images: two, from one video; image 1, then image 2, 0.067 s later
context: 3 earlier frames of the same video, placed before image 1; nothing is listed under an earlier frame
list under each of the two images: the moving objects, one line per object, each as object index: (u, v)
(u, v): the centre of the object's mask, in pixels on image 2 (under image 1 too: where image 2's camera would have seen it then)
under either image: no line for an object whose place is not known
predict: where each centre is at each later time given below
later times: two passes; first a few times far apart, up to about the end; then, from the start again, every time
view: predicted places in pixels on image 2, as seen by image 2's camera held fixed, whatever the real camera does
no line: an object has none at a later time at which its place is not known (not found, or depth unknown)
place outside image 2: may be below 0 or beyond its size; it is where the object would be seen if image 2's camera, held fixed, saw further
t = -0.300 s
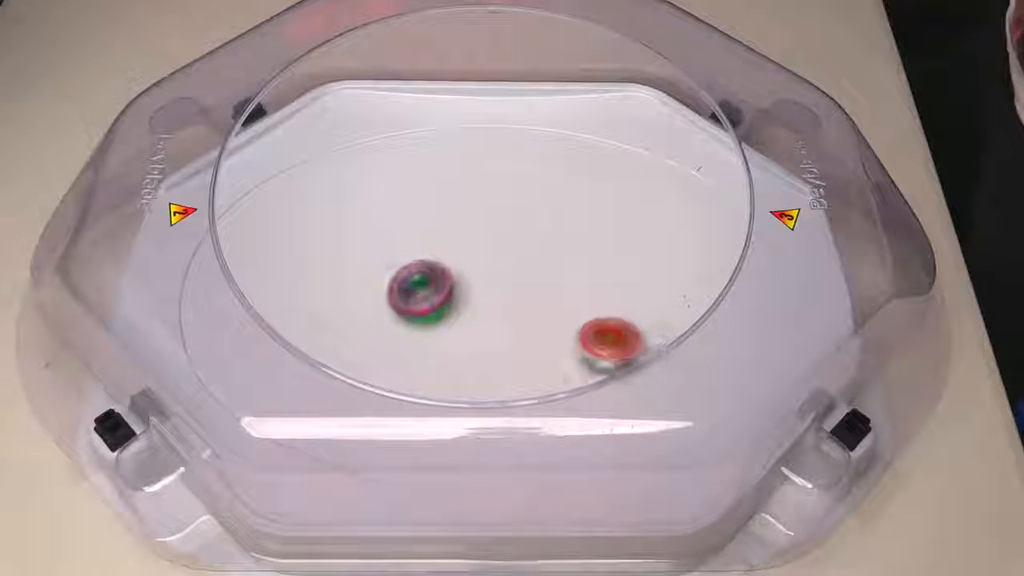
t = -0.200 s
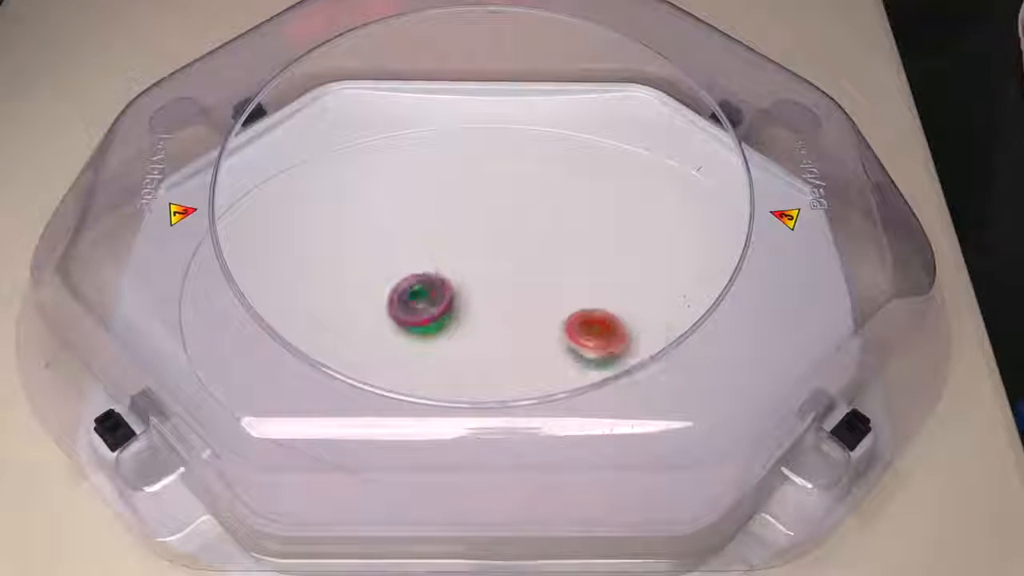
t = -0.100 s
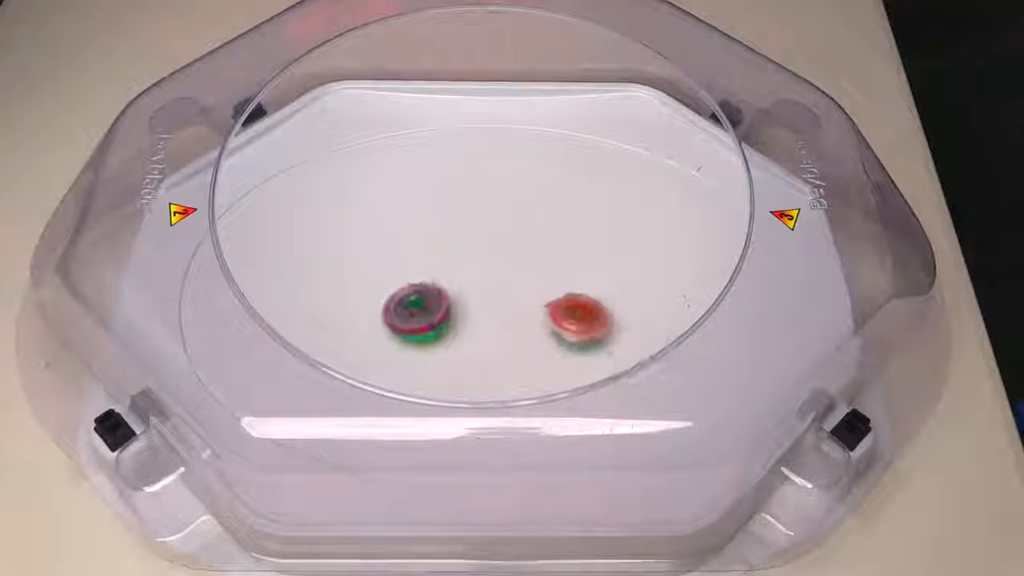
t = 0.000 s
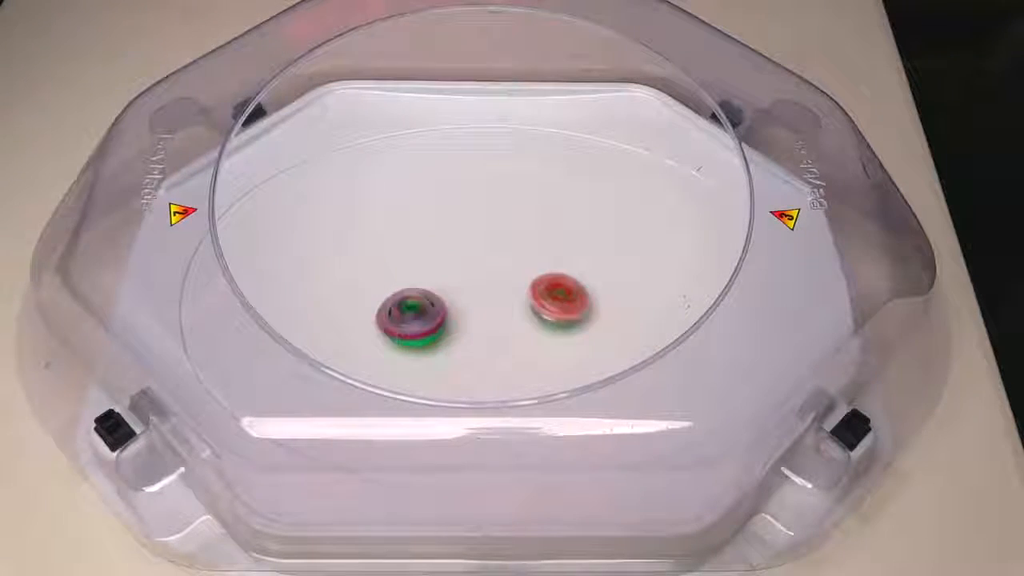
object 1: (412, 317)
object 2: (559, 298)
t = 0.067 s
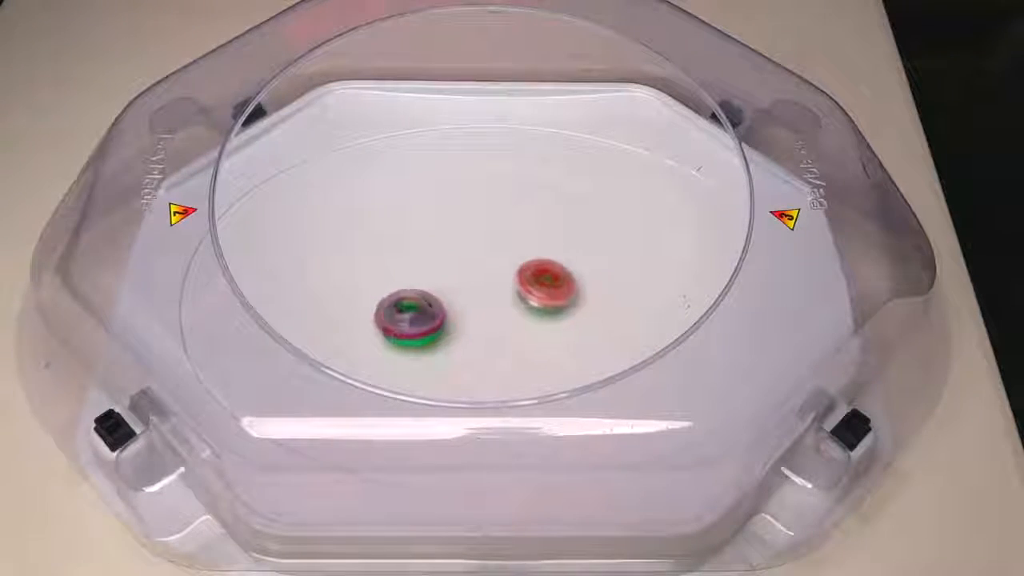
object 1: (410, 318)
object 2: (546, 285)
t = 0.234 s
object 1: (411, 313)
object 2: (503, 241)
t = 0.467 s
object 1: (434, 304)
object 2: (470, 208)
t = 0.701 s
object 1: (464, 316)
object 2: (464, 204)
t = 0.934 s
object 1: (477, 330)
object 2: (462, 222)
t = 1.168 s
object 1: (479, 327)
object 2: (449, 261)
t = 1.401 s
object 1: (510, 342)
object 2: (421, 273)
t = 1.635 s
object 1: (517, 345)
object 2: (402, 272)
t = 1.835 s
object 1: (525, 330)
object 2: (397, 271)
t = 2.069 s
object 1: (551, 315)
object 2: (405, 276)
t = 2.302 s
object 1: (567, 316)
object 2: (418, 290)
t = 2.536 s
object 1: (563, 308)
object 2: (423, 309)
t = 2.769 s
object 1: (568, 290)
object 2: (422, 320)
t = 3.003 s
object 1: (573, 286)
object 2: (425, 320)
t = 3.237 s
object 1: (559, 281)
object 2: (439, 315)
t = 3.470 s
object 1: (555, 268)
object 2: (460, 314)
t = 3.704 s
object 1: (550, 266)
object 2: (480, 319)
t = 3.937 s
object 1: (536, 264)
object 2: (495, 326)
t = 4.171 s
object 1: (524, 255)
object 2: (505, 325)
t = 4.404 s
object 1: (516, 256)
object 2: (515, 317)
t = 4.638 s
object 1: (504, 254)
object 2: (524, 313)
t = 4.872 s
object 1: (494, 255)
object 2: (532, 309)
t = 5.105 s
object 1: (479, 261)
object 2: (536, 304)
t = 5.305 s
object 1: (469, 258)
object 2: (538, 299)
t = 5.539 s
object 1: (465, 263)
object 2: (540, 293)
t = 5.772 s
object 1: (456, 269)
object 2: (540, 289)
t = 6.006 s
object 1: (451, 268)
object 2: (540, 285)
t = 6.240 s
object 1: (450, 273)
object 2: (538, 283)
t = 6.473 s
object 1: (444, 277)
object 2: (532, 279)
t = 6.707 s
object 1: (443, 278)
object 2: (528, 275)
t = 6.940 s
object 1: (442, 284)
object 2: (524, 273)
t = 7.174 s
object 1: (439, 286)
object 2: (521, 271)
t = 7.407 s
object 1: (440, 289)
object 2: (517, 270)
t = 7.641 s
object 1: (442, 294)
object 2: (510, 269)
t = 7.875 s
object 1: (442, 296)
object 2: (506, 266)
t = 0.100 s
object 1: (410, 317)
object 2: (536, 274)
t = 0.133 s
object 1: (409, 318)
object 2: (528, 266)
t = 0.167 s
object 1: (408, 316)
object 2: (520, 258)
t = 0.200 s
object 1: (410, 314)
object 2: (510, 248)
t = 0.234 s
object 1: (411, 313)
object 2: (503, 241)
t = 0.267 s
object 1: (413, 312)
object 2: (496, 234)
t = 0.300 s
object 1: (415, 310)
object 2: (487, 226)
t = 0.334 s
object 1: (419, 308)
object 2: (481, 221)
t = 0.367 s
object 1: (421, 306)
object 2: (477, 217)
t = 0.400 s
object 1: (426, 305)
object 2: (474, 213)
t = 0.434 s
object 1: (430, 305)
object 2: (471, 210)
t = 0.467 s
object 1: (434, 304)
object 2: (470, 208)
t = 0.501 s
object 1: (440, 304)
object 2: (468, 206)
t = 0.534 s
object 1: (443, 305)
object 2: (467, 204)
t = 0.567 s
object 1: (448, 305)
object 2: (467, 203)
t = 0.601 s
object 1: (452, 307)
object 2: (466, 203)
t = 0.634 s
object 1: (457, 310)
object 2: (466, 203)
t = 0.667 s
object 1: (459, 312)
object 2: (464, 203)
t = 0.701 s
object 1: (464, 316)
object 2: (464, 204)
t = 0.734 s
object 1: (466, 318)
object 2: (464, 206)
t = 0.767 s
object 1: (468, 320)
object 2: (464, 207)
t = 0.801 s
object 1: (471, 323)
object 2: (464, 209)
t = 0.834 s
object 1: (473, 325)
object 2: (463, 212)
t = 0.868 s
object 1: (475, 327)
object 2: (463, 214)
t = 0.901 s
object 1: (475, 328)
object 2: (463, 218)
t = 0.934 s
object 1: (477, 330)
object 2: (462, 222)
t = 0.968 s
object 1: (477, 331)
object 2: (461, 226)
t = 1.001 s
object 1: (478, 331)
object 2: (460, 231)
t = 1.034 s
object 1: (478, 331)
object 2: (459, 236)
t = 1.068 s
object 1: (478, 330)
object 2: (457, 241)
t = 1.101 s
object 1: (478, 330)
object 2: (454, 248)
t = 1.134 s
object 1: (478, 328)
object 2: (451, 254)
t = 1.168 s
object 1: (479, 327)
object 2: (449, 261)
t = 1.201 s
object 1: (480, 325)
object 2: (446, 270)
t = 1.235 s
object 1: (483, 324)
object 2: (443, 277)
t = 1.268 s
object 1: (487, 330)
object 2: (437, 275)
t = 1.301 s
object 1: (495, 333)
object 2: (432, 272)
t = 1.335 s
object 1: (499, 339)
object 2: (429, 271)
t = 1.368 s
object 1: (507, 340)
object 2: (424, 272)
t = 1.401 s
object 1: (510, 342)
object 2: (421, 273)
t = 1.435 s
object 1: (513, 343)
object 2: (418, 273)
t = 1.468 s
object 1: (516, 344)
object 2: (414, 273)
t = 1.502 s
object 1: (516, 346)
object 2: (411, 273)
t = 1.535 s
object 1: (517, 346)
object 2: (409, 273)
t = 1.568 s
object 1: (518, 346)
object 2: (405, 272)
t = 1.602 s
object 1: (517, 346)
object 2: (404, 273)
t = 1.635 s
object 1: (517, 345)
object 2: (402, 272)
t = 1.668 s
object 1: (518, 344)
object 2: (400, 272)
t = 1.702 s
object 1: (518, 341)
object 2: (398, 271)
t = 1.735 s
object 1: (519, 339)
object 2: (398, 271)
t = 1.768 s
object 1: (520, 337)
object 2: (397, 271)
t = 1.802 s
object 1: (522, 334)
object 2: (397, 270)
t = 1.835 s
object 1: (525, 330)
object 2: (397, 271)
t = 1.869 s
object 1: (528, 327)
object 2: (397, 271)
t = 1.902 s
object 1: (531, 324)
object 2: (398, 271)
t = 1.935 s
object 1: (535, 321)
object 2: (399, 271)
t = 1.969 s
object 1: (539, 319)
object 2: (400, 272)
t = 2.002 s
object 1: (544, 317)
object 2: (402, 273)
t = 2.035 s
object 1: (547, 316)
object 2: (403, 275)
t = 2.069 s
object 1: (551, 315)
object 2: (405, 276)
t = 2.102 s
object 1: (555, 314)
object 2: (407, 278)
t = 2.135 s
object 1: (557, 314)
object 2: (409, 279)
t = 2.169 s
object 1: (561, 313)
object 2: (411, 282)
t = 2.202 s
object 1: (564, 315)
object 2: (412, 284)
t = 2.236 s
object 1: (565, 315)
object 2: (414, 285)
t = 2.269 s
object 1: (567, 316)
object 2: (416, 288)
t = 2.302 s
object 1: (567, 316)
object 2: (418, 290)
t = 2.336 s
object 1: (567, 317)
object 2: (418, 293)
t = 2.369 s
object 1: (568, 316)
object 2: (420, 296)
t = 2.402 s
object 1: (567, 316)
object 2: (421, 299)
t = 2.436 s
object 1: (565, 314)
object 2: (421, 301)
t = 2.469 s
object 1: (564, 313)
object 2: (422, 305)
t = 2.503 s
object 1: (563, 311)
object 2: (422, 307)
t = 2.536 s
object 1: (563, 308)
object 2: (423, 309)
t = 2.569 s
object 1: (563, 305)
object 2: (423, 312)
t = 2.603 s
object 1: (563, 302)
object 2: (423, 313)
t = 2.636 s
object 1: (563, 299)
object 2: (422, 315)
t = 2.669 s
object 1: (564, 296)
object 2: (422, 317)
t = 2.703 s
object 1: (565, 293)
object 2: (422, 318)
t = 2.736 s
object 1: (567, 291)
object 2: (422, 319)
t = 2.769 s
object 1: (568, 290)
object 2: (422, 320)
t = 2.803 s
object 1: (569, 288)
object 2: (422, 321)
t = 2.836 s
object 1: (571, 286)
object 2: (422, 321)
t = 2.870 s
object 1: (572, 286)
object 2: (423, 321)
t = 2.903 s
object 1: (573, 285)
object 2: (423, 322)
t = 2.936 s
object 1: (574, 285)
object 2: (423, 322)
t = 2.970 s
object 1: (573, 286)
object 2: (424, 321)
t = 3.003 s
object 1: (573, 286)
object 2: (425, 320)
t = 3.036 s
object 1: (573, 286)
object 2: (426, 320)
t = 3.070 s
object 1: (570, 285)
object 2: (428, 319)
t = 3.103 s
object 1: (569, 285)
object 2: (430, 318)
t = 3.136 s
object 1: (567, 285)
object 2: (432, 317)
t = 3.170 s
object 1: (563, 283)
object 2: (434, 316)
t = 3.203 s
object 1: (561, 282)
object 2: (437, 316)
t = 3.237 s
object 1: (559, 281)
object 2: (439, 315)
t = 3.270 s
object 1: (557, 279)
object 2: (442, 314)
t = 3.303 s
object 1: (557, 277)
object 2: (444, 313)
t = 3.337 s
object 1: (555, 276)
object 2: (447, 313)
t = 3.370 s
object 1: (554, 273)
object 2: (451, 313)
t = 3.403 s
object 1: (555, 272)
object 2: (455, 313)
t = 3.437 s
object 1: (554, 269)
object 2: (457, 313)
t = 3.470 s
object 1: (555, 268)
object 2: (460, 314)
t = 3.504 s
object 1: (555, 268)
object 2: (463, 314)
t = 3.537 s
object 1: (554, 266)
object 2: (466, 314)
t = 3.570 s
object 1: (553, 265)
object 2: (469, 316)
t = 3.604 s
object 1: (553, 265)
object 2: (471, 317)
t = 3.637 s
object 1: (552, 265)
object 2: (473, 318)
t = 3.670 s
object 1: (552, 265)
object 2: (477, 319)
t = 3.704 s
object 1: (550, 266)
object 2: (480, 319)
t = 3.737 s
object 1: (547, 266)
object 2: (481, 321)
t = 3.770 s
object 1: (546, 266)
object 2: (484, 322)
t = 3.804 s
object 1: (544, 266)
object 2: (486, 323)
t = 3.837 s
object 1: (542, 266)
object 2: (488, 324)
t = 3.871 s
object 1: (540, 266)
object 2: (490, 325)
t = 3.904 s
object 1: (538, 265)
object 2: (493, 325)
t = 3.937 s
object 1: (536, 264)
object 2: (495, 326)
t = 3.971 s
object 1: (534, 262)
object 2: (496, 327)
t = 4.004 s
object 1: (531, 261)
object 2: (498, 327)
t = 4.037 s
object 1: (530, 260)
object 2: (499, 327)
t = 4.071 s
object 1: (529, 259)
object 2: (501, 327)
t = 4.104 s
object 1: (527, 257)
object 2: (502, 327)
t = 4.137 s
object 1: (525, 256)
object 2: (504, 326)
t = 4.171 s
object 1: (524, 255)
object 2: (505, 325)
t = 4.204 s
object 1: (523, 255)
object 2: (507, 325)
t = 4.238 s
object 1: (523, 254)
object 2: (508, 324)
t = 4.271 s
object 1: (522, 254)
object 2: (510, 323)
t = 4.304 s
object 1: (521, 254)
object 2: (510, 321)
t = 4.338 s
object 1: (519, 254)
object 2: (512, 320)
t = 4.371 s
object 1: (518, 256)
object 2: (513, 319)
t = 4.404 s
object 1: (516, 256)
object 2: (515, 317)
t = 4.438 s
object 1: (515, 257)
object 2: (517, 316)
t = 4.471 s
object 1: (512, 257)
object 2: (518, 314)
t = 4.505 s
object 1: (510, 258)
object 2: (519, 313)
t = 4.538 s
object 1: (508, 256)
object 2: (521, 313)
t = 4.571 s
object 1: (507, 255)
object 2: (520, 313)
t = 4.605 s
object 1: (506, 254)
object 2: (522, 312)
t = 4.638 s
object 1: (504, 254)
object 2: (524, 313)
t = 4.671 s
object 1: (501, 253)
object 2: (525, 312)
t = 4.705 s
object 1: (499, 252)
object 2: (527, 311)
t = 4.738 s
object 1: (499, 252)
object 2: (528, 311)
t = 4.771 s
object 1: (498, 252)
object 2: (529, 310)
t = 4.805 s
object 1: (498, 252)
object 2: (530, 310)
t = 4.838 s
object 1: (497, 254)
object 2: (531, 309)
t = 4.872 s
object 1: (494, 255)
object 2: (532, 309)
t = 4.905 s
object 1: (492, 256)
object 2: (532, 308)
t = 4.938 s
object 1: (490, 257)
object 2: (533, 306)
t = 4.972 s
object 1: (489, 258)
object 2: (534, 306)
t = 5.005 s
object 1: (487, 259)
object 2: (535, 307)
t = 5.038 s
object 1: (485, 261)
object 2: (535, 305)
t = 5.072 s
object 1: (481, 261)
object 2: (536, 304)
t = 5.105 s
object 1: (479, 261)
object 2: (536, 304)
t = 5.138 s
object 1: (477, 261)
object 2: (536, 303)
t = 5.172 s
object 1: (475, 260)
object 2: (537, 302)
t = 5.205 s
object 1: (474, 259)
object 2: (537, 302)
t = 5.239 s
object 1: (474, 260)
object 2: (537, 301)
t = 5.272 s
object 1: (471, 259)
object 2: (537, 299)
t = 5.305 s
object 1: (469, 258)
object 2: (538, 299)
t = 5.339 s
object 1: (468, 258)
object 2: (538, 298)
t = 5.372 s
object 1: (468, 258)
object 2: (538, 296)
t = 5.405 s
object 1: (468, 258)
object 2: (539, 296)
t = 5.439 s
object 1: (469, 260)
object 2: (539, 296)
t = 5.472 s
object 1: (467, 261)
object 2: (539, 294)
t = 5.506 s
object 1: (466, 263)
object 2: (540, 293)
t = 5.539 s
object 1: (465, 263)
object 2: (540, 293)
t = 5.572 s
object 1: (464, 264)
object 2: (540, 292)
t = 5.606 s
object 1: (463, 265)
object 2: (540, 291)
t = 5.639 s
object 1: (464, 267)
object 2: (540, 291)
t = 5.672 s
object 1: (462, 268)
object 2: (539, 290)
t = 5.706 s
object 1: (460, 269)
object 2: (540, 289)
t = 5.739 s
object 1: (458, 269)
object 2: (541, 289)
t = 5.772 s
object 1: (456, 269)
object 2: (540, 289)
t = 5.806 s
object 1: (455, 268)
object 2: (540, 288)
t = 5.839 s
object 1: (456, 268)
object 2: (541, 287)
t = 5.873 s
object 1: (454, 267)
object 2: (541, 287)
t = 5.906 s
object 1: (454, 267)
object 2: (541, 287)
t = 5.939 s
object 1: (453, 267)
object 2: (540, 286)
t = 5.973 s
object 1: (452, 268)
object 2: (541, 285)
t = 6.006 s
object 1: (451, 268)
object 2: (540, 285)
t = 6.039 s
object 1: (452, 267)
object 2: (540, 285)
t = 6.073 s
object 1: (452, 268)
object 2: (539, 284)
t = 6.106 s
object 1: (452, 268)
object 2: (540, 284)
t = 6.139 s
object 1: (453, 270)
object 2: (538, 283)
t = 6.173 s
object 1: (452, 272)
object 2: (538, 283)
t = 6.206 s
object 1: (451, 273)
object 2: (538, 282)
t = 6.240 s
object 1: (450, 273)
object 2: (538, 283)
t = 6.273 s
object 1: (451, 274)
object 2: (536, 282)
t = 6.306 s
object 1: (450, 274)
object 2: (536, 281)
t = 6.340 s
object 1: (449, 275)
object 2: (535, 281)
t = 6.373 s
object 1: (449, 277)
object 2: (534, 281)
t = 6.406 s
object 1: (446, 277)
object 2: (532, 280)
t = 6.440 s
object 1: (444, 277)
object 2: (532, 279)
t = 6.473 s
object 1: (444, 277)
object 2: (532, 279)
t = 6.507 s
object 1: (444, 276)
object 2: (530, 279)
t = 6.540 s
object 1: (443, 276)
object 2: (531, 278)
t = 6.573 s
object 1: (445, 277)
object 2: (530, 277)
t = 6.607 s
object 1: (444, 278)
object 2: (529, 277)
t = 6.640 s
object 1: (442, 278)
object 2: (528, 276)
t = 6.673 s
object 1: (443, 277)
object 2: (529, 275)
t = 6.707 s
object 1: (443, 278)
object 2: (528, 275)
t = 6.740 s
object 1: (443, 278)
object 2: (526, 275)
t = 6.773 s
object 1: (444, 278)
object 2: (526, 274)
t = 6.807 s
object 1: (446, 279)
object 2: (526, 274)
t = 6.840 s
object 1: (445, 281)
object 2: (525, 274)
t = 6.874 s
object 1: (444, 281)
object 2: (525, 273)
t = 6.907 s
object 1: (444, 283)
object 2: (524, 273)
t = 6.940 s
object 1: (442, 284)
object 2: (524, 273)
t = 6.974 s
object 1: (442, 284)
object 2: (523, 272)
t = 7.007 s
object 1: (443, 284)
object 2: (523, 272)
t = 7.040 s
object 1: (443, 285)
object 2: (523, 272)
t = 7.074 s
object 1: (442, 285)
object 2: (522, 272)
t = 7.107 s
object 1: (442, 286)
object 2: (520, 271)
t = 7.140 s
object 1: (439, 286)
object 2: (521, 270)
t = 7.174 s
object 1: (439, 286)
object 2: (521, 271)
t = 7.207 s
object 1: (440, 286)
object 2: (520, 271)
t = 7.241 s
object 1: (441, 286)
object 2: (519, 270)
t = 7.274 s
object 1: (441, 286)
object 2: (519, 270)
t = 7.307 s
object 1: (442, 287)
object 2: (519, 271)
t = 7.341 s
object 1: (441, 289)
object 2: (517, 270)
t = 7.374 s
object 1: (440, 289)
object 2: (516, 270)
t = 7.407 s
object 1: (440, 289)
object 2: (517, 270)
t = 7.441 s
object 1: (441, 289)
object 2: (515, 270)
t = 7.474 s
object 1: (442, 289)
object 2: (514, 269)
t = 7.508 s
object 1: (443, 290)
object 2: (514, 269)
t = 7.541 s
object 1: (444, 292)
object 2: (512, 269)
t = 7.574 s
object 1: (443, 293)
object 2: (511, 269)
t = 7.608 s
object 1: (442, 294)
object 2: (511, 268)
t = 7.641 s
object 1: (442, 294)
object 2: (510, 269)
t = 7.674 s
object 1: (441, 295)
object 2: (509, 269)
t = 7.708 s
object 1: (441, 294)
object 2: (508, 268)
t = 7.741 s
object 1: (443, 294)
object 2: (508, 268)
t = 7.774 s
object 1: (443, 294)
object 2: (508, 268)
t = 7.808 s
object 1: (443, 295)
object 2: (507, 267)
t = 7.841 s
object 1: (443, 295)
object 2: (506, 266)
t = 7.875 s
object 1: (442, 296)
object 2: (506, 266)
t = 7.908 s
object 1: (441, 296)
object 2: (504, 267)
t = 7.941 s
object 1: (442, 295)
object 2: (504, 266)
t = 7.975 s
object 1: (440, 296)
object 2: (506, 265)
